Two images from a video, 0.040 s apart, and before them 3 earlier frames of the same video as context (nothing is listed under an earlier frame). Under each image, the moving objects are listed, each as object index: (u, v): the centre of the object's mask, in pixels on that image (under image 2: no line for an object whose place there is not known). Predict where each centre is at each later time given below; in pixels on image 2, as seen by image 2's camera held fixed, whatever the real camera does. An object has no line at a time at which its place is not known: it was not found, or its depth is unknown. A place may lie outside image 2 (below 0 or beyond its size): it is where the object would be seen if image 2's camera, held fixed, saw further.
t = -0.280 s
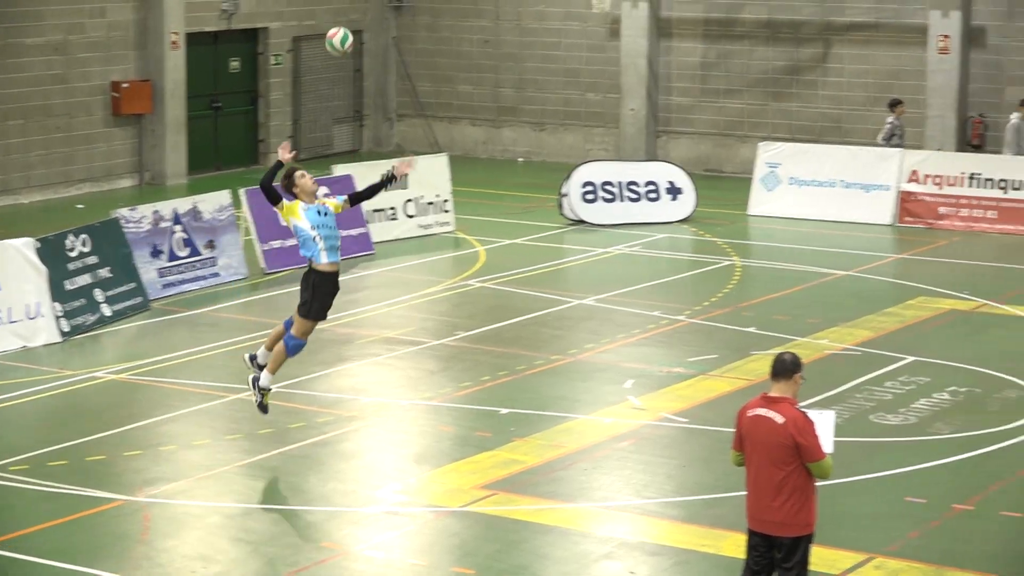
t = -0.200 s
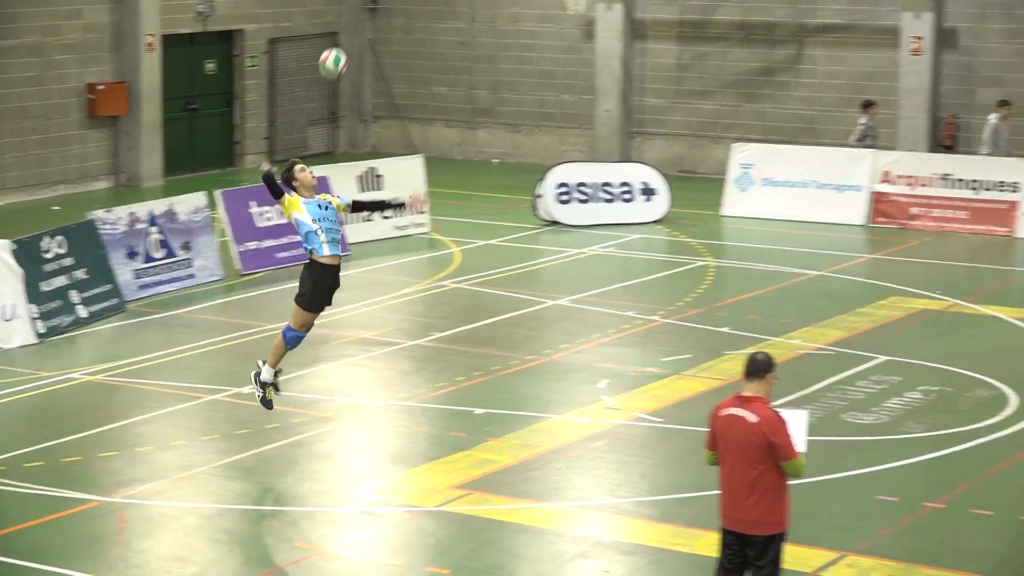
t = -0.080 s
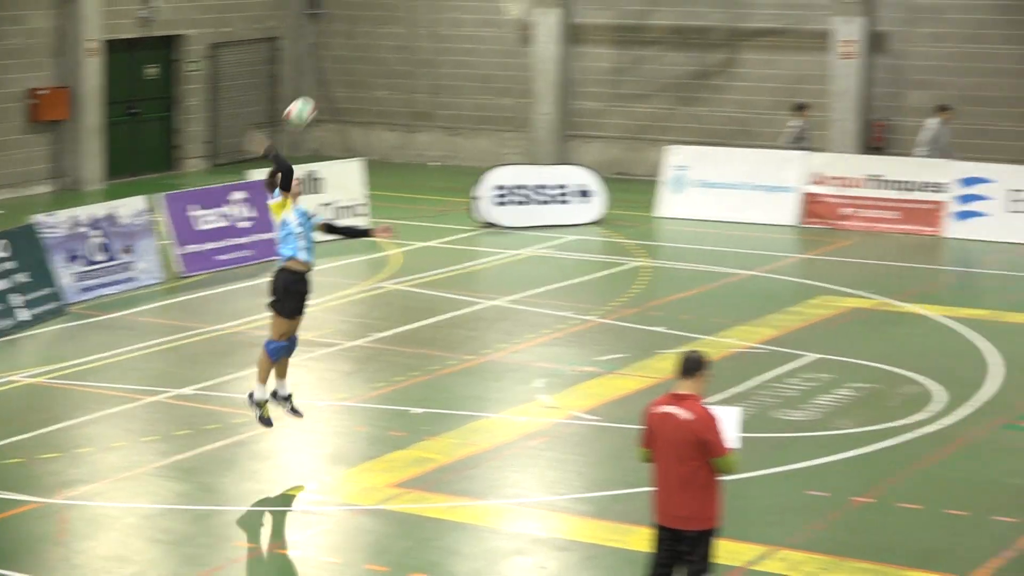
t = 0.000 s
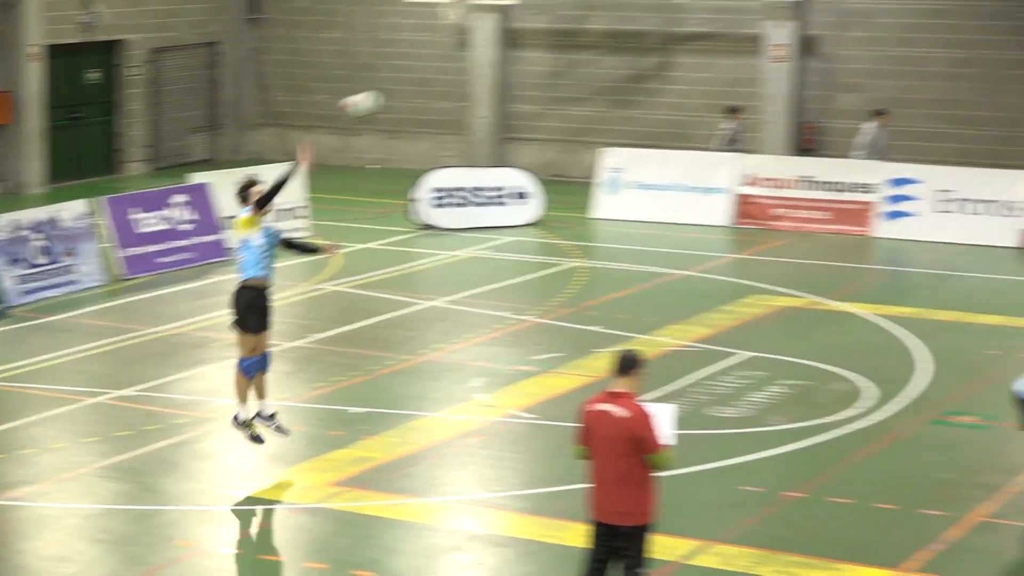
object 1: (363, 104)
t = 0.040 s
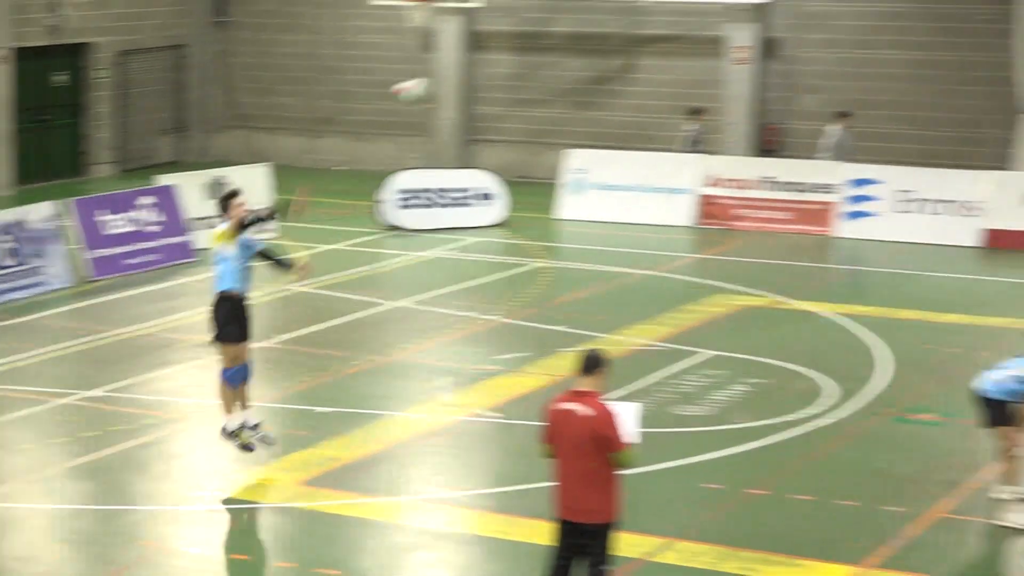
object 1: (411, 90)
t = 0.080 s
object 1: (487, 75)
